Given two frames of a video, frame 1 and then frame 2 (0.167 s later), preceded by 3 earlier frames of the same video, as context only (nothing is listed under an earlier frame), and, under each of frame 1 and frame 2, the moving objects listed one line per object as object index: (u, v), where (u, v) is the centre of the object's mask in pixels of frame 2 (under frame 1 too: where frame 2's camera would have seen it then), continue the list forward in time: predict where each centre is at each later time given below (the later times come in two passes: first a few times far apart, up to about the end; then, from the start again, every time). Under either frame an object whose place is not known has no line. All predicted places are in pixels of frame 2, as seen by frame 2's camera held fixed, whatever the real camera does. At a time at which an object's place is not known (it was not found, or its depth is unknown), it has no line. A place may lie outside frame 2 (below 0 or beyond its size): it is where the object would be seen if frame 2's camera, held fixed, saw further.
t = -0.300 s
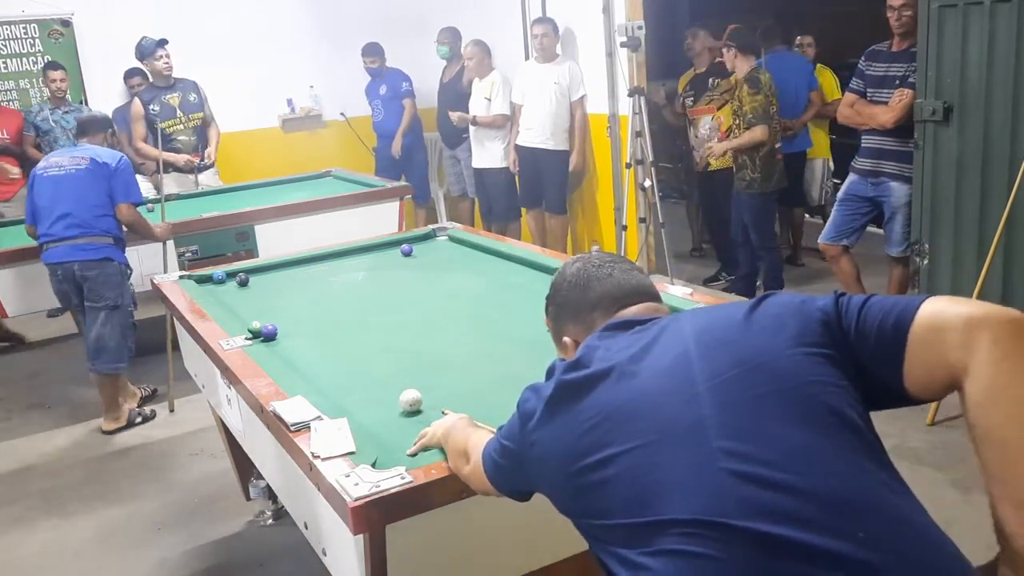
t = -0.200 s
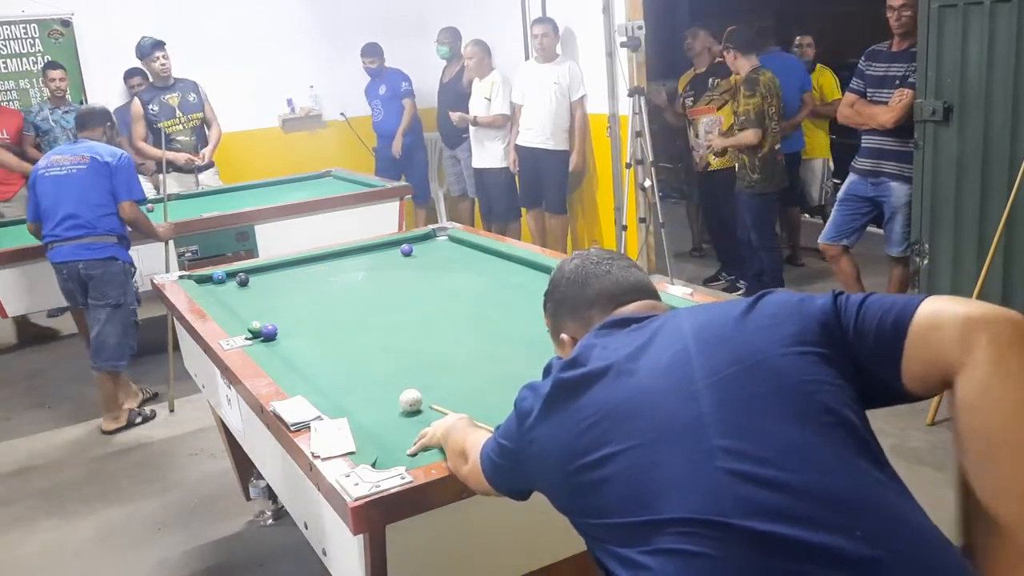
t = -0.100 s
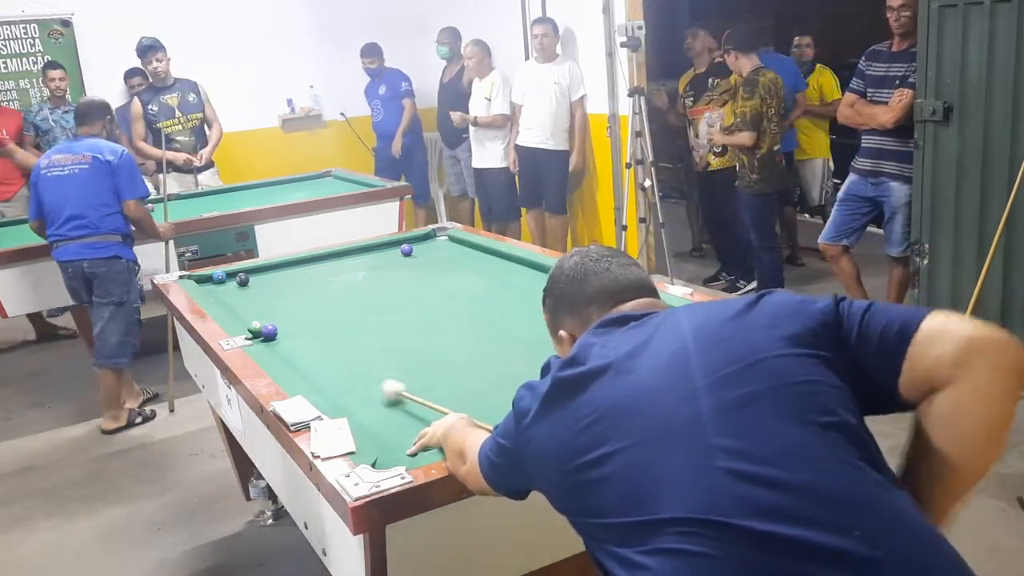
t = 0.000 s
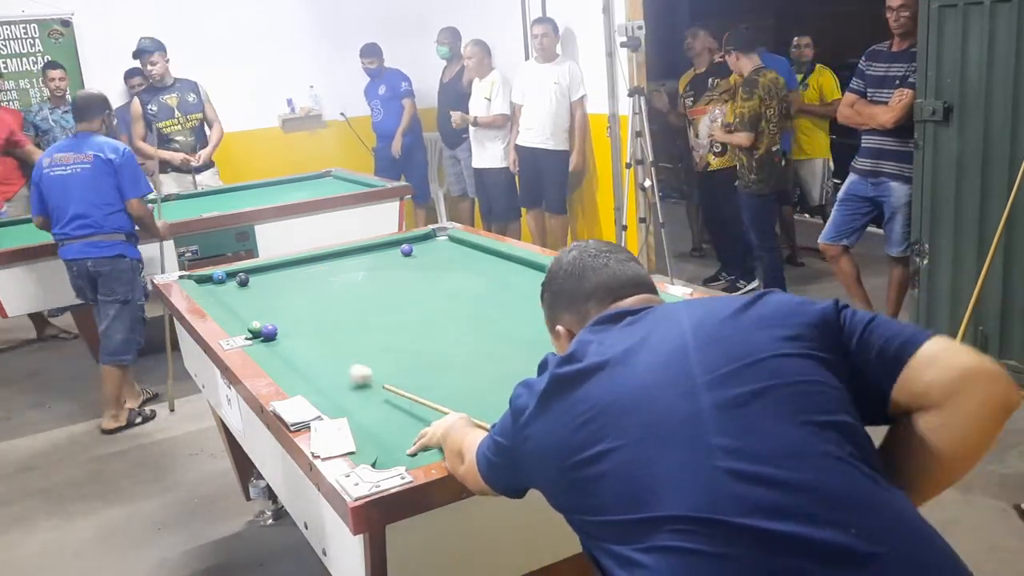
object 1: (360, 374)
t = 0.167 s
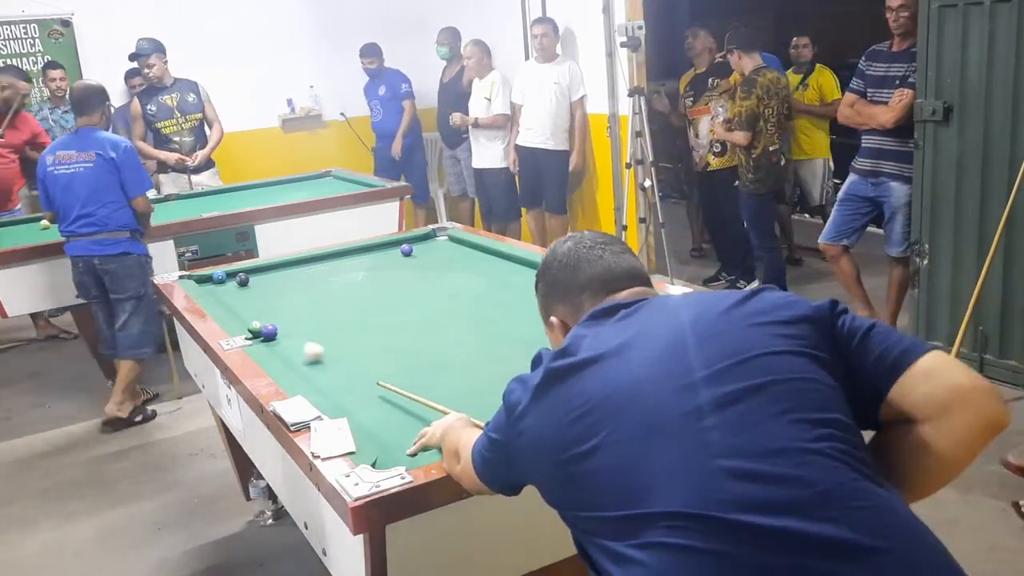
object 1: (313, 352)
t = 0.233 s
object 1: (297, 344)
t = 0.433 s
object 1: (269, 332)
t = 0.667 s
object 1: (252, 324)
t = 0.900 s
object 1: (242, 316)
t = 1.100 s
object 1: (238, 310)
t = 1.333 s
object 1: (234, 304)
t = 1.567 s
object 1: (230, 299)
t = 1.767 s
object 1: (229, 294)
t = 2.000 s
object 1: (225, 289)
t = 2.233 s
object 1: (222, 285)
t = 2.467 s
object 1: (220, 281)
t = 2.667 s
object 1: (217, 279)
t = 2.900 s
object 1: (215, 280)
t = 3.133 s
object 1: (214, 280)
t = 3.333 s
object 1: (214, 280)
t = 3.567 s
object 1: (215, 280)
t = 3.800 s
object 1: (215, 279)
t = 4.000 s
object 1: (215, 279)
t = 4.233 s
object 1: (215, 280)
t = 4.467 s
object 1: (215, 279)
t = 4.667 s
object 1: (215, 280)
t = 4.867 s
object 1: (215, 280)
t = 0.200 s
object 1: (305, 348)
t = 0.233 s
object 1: (297, 344)
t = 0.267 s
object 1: (290, 340)
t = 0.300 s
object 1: (281, 336)
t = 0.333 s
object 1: (275, 334)
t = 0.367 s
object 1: (274, 334)
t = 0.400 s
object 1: (272, 333)
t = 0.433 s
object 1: (269, 332)
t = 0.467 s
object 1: (266, 331)
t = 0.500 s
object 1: (264, 330)
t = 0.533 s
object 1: (261, 329)
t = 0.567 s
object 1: (259, 327)
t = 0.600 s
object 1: (256, 327)
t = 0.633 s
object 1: (254, 325)
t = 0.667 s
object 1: (252, 324)
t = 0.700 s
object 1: (250, 323)
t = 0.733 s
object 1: (247, 321)
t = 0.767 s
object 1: (246, 320)
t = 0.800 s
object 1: (245, 319)
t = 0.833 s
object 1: (244, 318)
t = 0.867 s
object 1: (243, 317)
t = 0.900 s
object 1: (242, 316)
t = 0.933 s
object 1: (242, 315)
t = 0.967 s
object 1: (241, 314)
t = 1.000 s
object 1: (240, 313)
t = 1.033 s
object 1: (239, 312)
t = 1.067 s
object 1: (239, 311)
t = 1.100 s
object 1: (238, 310)
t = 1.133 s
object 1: (237, 310)
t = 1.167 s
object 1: (237, 309)
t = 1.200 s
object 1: (236, 308)
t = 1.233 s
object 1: (236, 307)
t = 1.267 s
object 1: (235, 306)
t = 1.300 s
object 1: (234, 305)
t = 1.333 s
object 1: (234, 304)
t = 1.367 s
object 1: (233, 303)
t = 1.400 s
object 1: (233, 303)
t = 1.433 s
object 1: (232, 302)
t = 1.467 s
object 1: (232, 301)
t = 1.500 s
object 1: (231, 300)
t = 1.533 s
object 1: (231, 300)
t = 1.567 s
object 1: (230, 299)
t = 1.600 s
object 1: (230, 298)
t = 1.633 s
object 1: (229, 297)
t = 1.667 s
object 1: (229, 296)
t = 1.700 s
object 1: (229, 296)
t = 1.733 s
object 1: (229, 295)
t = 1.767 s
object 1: (229, 294)
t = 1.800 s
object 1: (227, 294)
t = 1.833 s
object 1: (227, 293)
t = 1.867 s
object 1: (227, 291)
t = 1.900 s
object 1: (227, 290)
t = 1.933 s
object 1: (226, 290)
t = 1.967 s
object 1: (226, 289)
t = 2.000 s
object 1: (225, 289)
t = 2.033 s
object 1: (223, 287)
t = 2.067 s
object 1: (223, 287)
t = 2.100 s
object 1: (223, 286)
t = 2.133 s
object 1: (222, 286)
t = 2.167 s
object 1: (223, 285)
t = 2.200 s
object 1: (223, 285)
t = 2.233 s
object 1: (222, 285)
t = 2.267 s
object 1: (222, 284)
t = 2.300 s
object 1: (222, 284)
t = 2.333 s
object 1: (221, 283)
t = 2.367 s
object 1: (221, 283)
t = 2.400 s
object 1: (221, 282)
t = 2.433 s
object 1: (220, 282)
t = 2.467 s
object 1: (220, 281)
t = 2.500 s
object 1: (220, 281)
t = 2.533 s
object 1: (219, 280)
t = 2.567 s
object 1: (218, 280)
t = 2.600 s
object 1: (218, 280)
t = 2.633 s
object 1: (218, 279)
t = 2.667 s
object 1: (217, 279)
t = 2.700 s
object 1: (217, 280)
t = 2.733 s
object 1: (216, 280)
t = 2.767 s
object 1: (216, 280)
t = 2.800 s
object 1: (216, 280)
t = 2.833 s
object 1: (216, 280)
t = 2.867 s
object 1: (215, 280)
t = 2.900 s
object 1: (215, 280)
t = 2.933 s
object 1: (215, 280)
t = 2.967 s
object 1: (215, 280)
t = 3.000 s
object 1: (215, 280)
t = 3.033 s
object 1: (214, 280)
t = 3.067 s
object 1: (215, 280)
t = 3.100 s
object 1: (214, 280)
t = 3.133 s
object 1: (214, 280)
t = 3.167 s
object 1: (214, 280)
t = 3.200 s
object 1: (214, 280)
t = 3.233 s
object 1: (214, 280)
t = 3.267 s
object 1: (214, 280)
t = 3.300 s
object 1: (214, 280)
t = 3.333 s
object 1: (214, 280)
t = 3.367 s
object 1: (215, 280)
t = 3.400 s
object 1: (215, 280)
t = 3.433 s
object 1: (215, 280)
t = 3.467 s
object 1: (215, 280)
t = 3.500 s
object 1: (214, 280)
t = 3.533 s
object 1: (214, 280)
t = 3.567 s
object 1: (215, 280)
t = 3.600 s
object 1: (215, 280)
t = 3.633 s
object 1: (215, 280)
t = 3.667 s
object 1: (215, 280)
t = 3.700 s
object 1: (215, 280)
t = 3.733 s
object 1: (215, 280)
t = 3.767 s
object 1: (215, 279)
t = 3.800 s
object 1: (215, 279)
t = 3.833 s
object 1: (215, 279)
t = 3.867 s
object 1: (215, 279)
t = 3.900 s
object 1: (215, 279)
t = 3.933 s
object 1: (215, 279)
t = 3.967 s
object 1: (215, 279)
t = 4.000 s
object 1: (215, 279)
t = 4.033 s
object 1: (215, 279)
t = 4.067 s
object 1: (215, 279)
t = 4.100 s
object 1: (215, 279)
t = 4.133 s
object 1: (215, 279)
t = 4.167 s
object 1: (215, 280)
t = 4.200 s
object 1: (215, 280)
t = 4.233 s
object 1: (215, 280)
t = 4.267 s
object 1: (215, 280)
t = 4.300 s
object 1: (215, 280)
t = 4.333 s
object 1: (215, 280)
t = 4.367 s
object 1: (215, 280)
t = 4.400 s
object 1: (215, 280)
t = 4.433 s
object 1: (215, 279)
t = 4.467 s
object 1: (215, 279)
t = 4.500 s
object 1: (215, 277)
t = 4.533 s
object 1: (215, 281)
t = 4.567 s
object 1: (214, 280)
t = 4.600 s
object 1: (215, 280)
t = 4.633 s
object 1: (215, 280)
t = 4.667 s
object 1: (215, 280)
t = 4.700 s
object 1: (215, 280)
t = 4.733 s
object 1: (215, 280)
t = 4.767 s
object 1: (215, 280)
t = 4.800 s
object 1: (215, 280)
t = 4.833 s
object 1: (215, 280)
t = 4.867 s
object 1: (215, 280)
